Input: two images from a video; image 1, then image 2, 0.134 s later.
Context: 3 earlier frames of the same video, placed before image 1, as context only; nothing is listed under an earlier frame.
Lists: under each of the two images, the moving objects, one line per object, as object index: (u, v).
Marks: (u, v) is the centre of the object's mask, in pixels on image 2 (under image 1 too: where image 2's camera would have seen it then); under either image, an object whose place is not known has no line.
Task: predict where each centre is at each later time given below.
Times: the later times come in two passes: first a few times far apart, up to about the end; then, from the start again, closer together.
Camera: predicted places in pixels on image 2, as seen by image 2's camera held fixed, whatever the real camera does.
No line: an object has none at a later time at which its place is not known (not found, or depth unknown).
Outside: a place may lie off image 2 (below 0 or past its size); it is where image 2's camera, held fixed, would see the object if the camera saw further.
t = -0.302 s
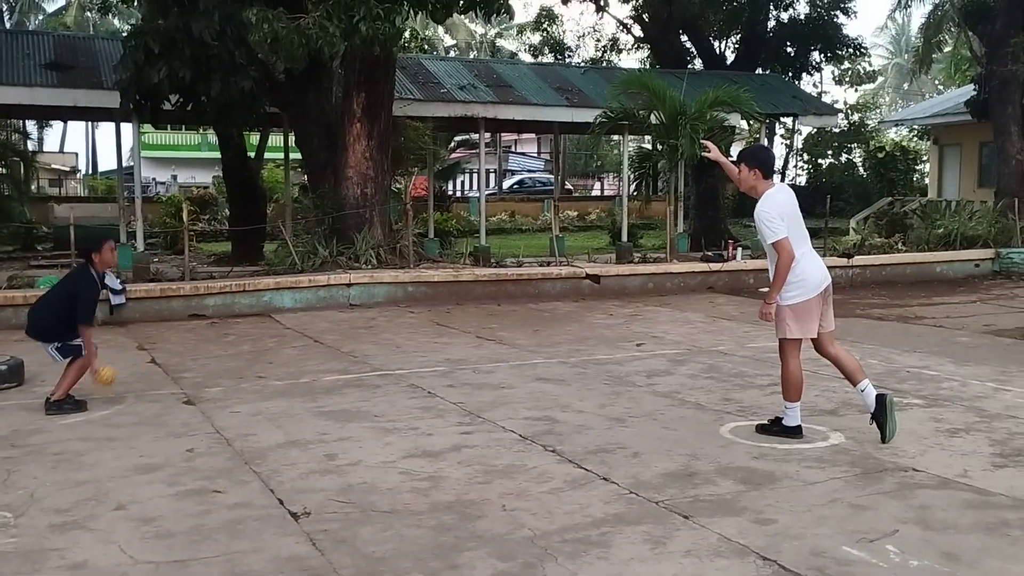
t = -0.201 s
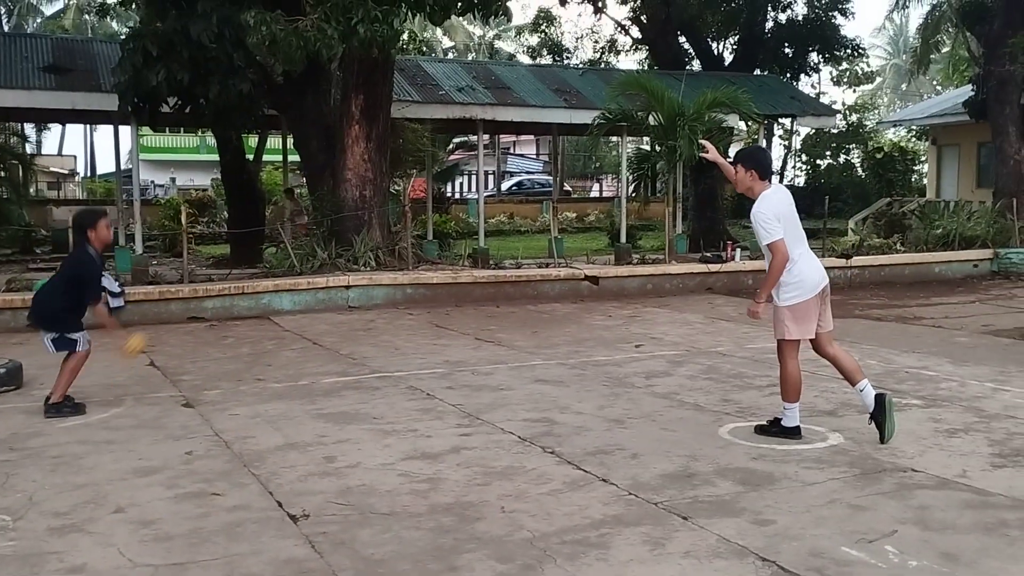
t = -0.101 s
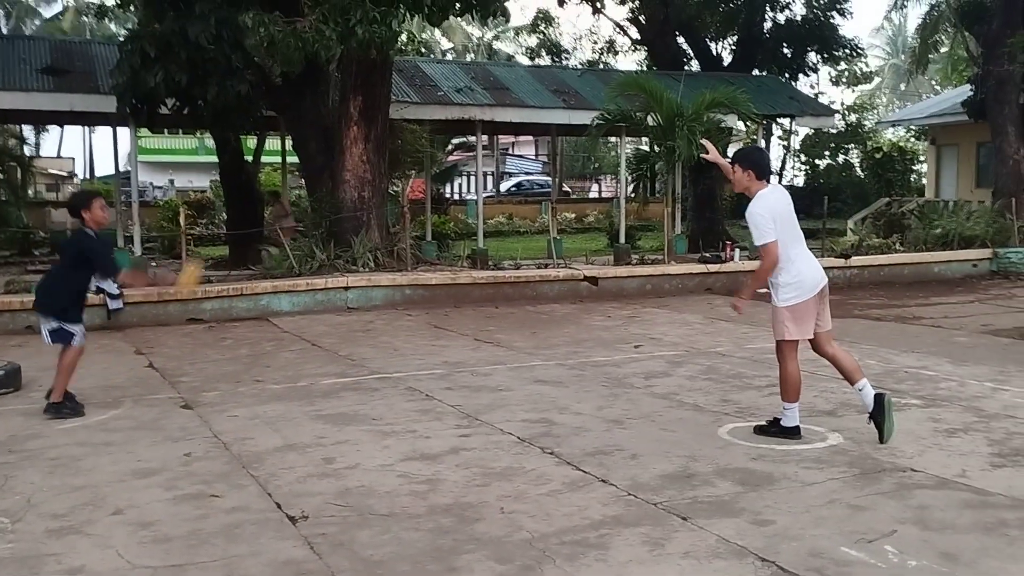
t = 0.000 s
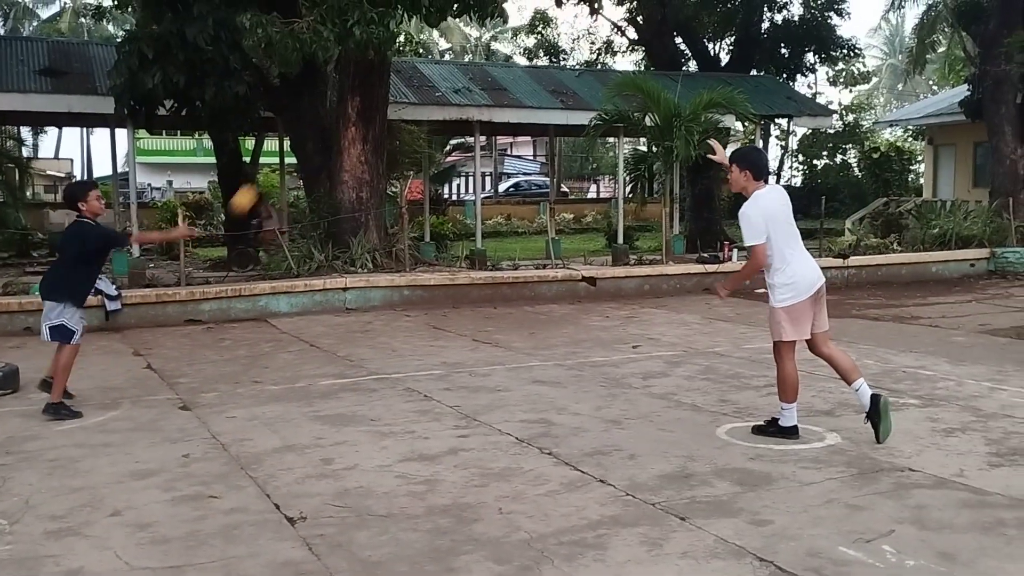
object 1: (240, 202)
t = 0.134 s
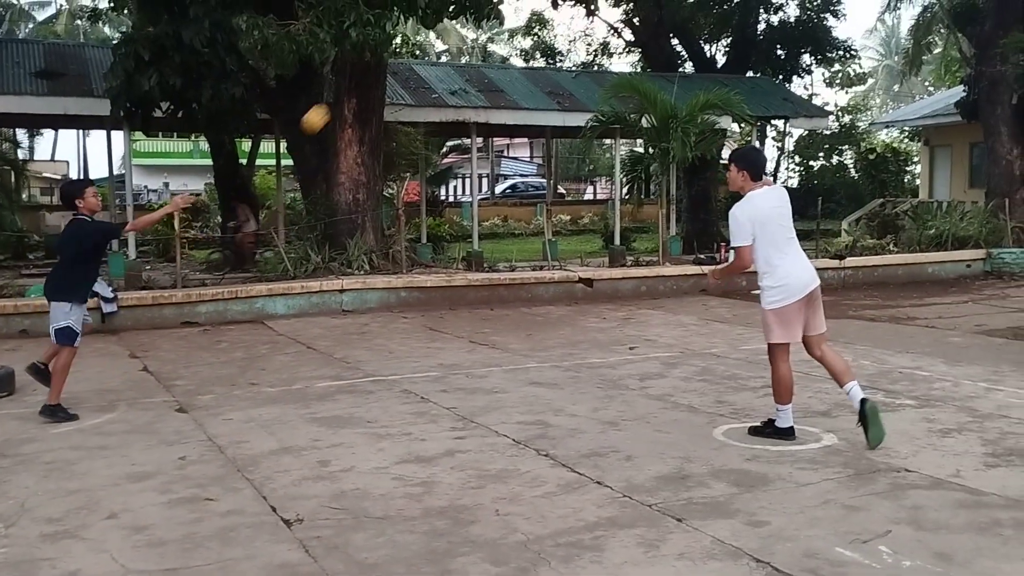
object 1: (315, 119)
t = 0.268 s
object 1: (391, 63)
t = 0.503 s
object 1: (524, 32)
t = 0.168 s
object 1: (334, 103)
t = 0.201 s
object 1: (353, 88)
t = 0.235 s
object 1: (372, 74)
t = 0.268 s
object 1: (391, 63)
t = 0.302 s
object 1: (411, 53)
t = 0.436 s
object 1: (487, 32)
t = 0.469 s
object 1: (505, 32)
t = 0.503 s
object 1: (524, 32)
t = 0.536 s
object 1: (543, 36)
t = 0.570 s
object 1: (561, 41)
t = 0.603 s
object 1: (581, 46)
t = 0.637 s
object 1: (600, 55)
